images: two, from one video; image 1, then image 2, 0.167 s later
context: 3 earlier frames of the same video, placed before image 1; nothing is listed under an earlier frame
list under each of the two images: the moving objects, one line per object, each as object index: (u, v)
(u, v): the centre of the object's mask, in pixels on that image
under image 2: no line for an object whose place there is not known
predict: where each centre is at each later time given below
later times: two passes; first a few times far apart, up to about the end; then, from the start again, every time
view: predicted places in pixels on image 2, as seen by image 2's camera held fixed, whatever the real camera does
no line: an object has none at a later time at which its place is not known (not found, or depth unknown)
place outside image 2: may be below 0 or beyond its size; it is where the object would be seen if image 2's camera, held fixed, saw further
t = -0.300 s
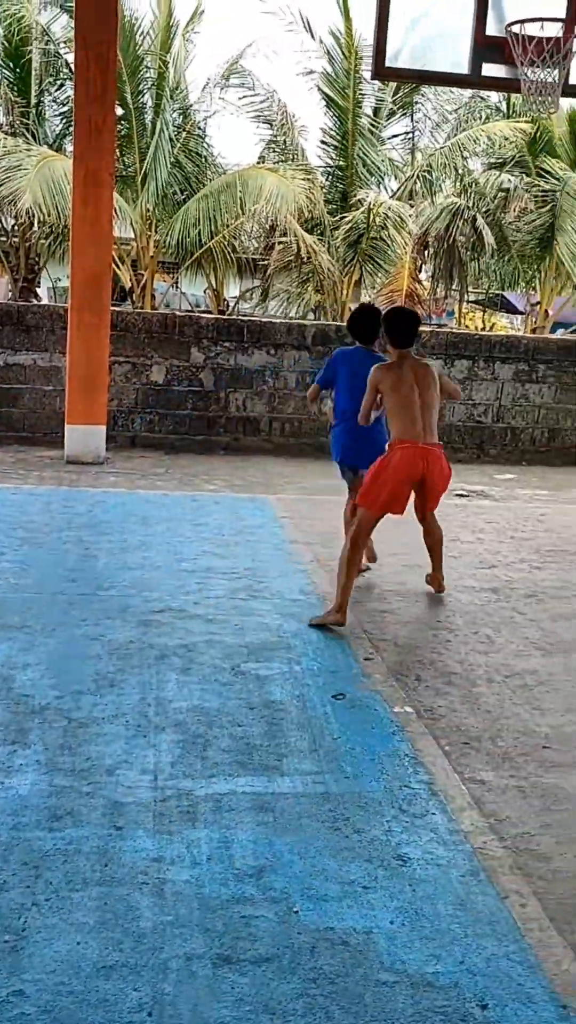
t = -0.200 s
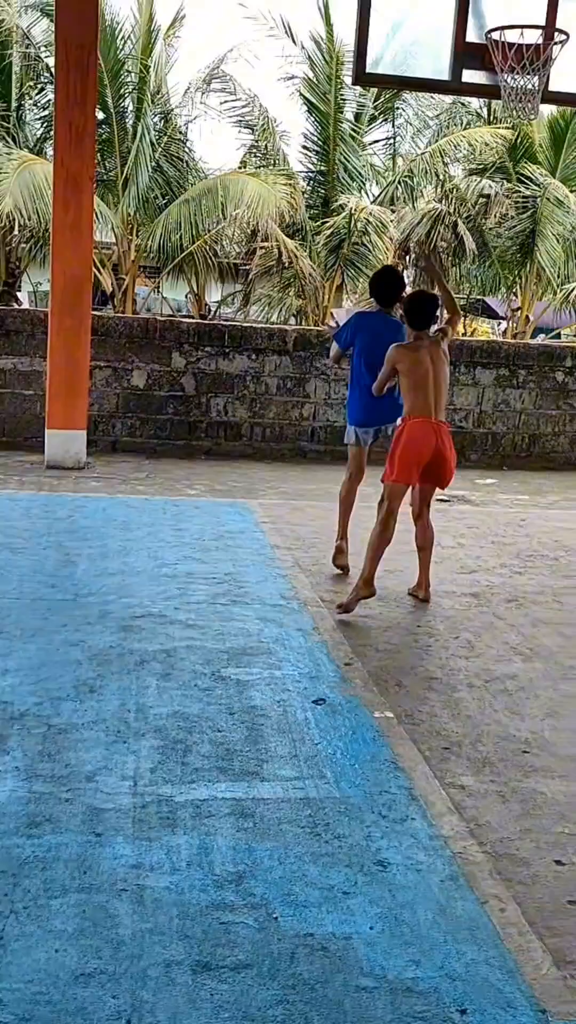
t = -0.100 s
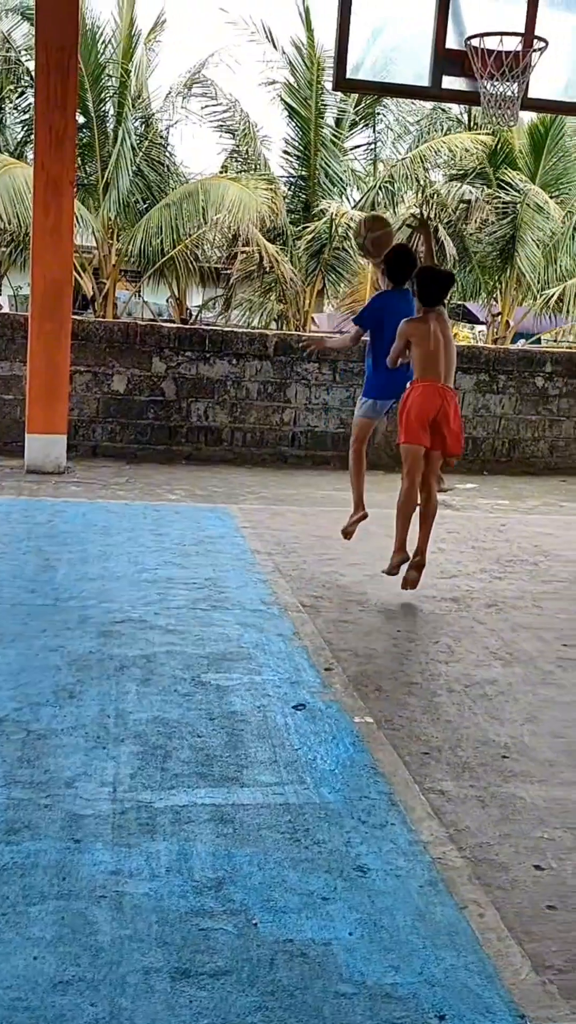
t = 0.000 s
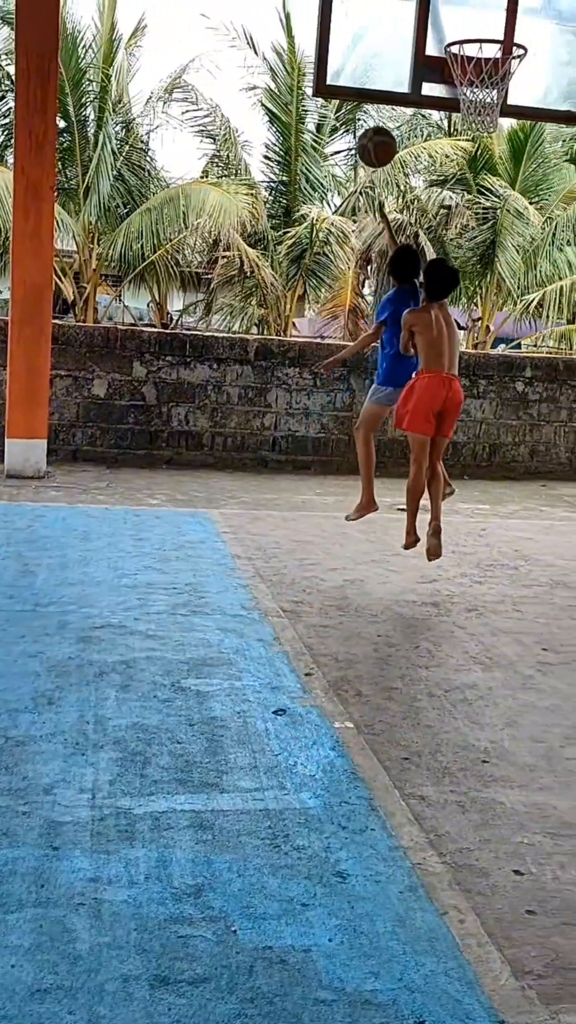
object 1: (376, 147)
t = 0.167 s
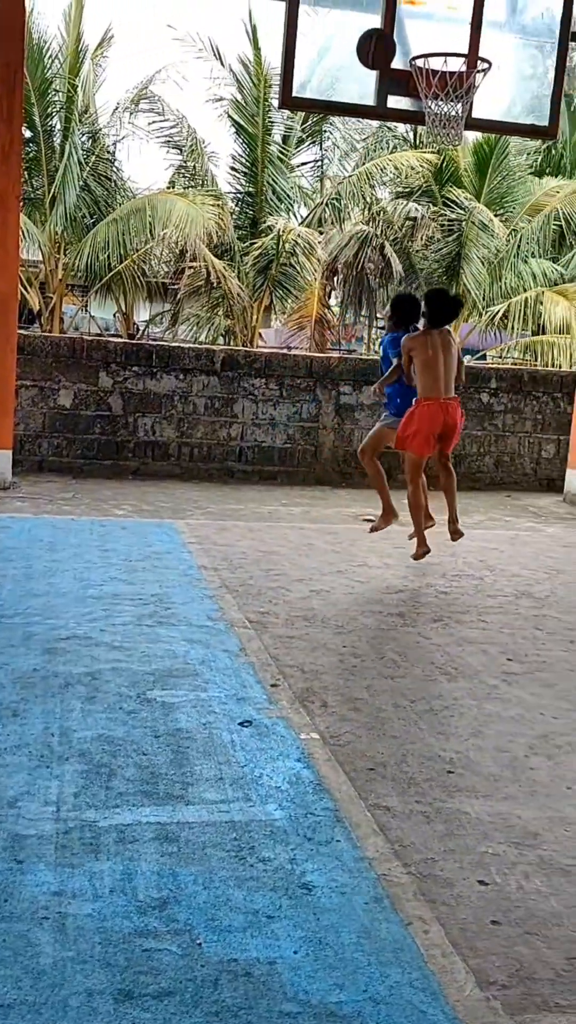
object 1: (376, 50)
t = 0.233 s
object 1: (389, 21)
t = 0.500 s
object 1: (443, 0)
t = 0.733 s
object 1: (474, 32)
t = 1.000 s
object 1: (485, 43)
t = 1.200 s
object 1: (481, 44)
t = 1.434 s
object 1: (469, 47)
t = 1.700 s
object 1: (465, 57)
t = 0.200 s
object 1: (383, 34)
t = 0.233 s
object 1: (389, 21)
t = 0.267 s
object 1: (396, 12)
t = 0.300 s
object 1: (403, 6)
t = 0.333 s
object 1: (410, 1)
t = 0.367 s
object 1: (417, -2)
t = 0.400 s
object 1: (424, -4)
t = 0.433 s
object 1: (430, -5)
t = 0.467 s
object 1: (437, -4)
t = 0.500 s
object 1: (443, 0)
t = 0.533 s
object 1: (449, 7)
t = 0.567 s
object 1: (455, 16)
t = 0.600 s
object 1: (459, 26)
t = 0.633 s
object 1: (466, 36)
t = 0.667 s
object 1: (469, 32)
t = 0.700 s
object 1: (471, 31)
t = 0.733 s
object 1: (474, 32)
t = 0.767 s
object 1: (477, 35)
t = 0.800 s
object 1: (479, 39)
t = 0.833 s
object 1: (481, 37)
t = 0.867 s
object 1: (482, 37)
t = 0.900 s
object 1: (483, 38)
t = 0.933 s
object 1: (484, 40)
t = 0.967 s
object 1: (485, 41)
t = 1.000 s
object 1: (485, 43)
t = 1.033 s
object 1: (485, 42)
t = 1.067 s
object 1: (485, 43)
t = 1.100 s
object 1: (484, 43)
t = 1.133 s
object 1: (484, 43)
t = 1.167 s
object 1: (483, 44)
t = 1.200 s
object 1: (481, 44)
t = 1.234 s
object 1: (480, 44)
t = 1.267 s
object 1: (478, 45)
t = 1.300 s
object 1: (476, 45)
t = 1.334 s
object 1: (474, 45)
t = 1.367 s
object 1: (472, 48)
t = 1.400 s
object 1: (470, 47)
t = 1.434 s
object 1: (469, 47)
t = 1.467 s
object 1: (466, 46)
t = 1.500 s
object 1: (464, 49)
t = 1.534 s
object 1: (462, 50)
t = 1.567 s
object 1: (461, 53)
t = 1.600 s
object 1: (462, 54)
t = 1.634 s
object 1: (463, 54)
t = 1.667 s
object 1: (464, 56)
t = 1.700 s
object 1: (465, 57)
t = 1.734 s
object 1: (466, 57)
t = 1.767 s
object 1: (467, 59)
